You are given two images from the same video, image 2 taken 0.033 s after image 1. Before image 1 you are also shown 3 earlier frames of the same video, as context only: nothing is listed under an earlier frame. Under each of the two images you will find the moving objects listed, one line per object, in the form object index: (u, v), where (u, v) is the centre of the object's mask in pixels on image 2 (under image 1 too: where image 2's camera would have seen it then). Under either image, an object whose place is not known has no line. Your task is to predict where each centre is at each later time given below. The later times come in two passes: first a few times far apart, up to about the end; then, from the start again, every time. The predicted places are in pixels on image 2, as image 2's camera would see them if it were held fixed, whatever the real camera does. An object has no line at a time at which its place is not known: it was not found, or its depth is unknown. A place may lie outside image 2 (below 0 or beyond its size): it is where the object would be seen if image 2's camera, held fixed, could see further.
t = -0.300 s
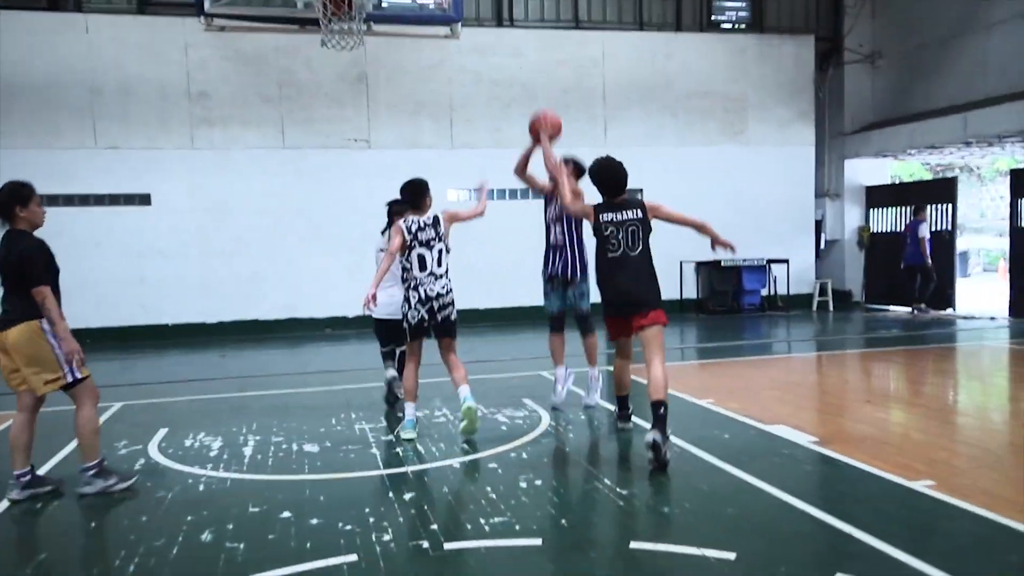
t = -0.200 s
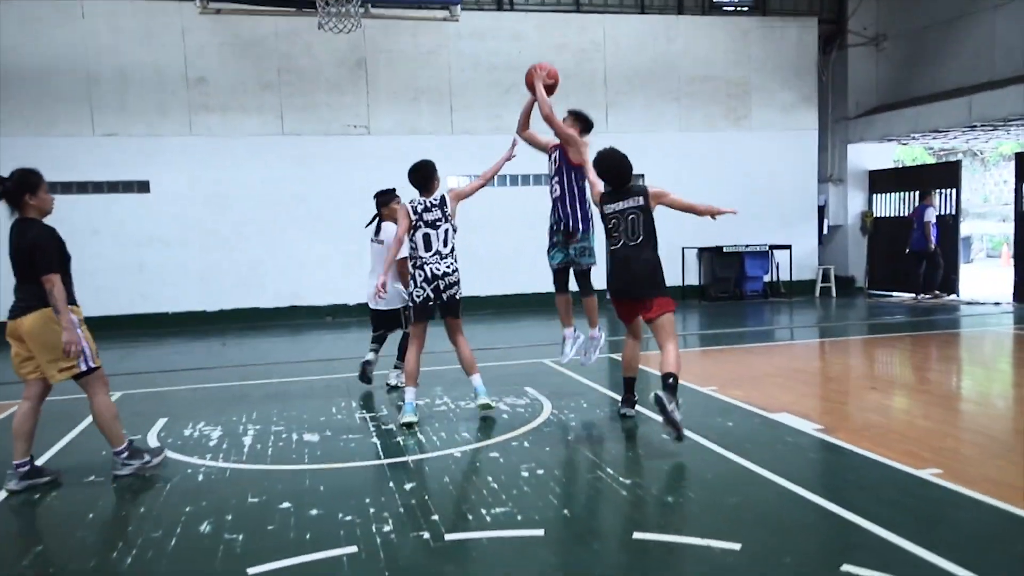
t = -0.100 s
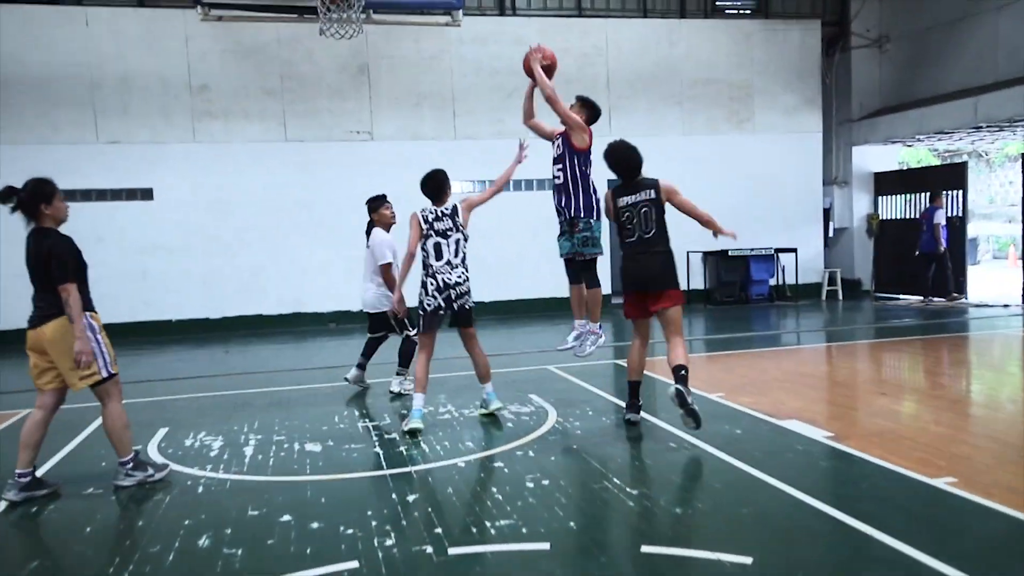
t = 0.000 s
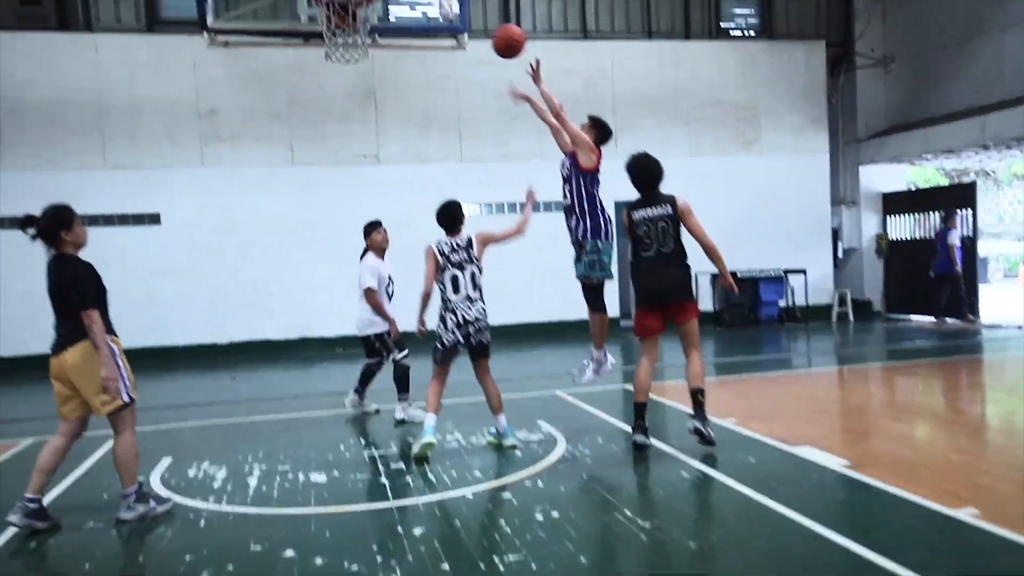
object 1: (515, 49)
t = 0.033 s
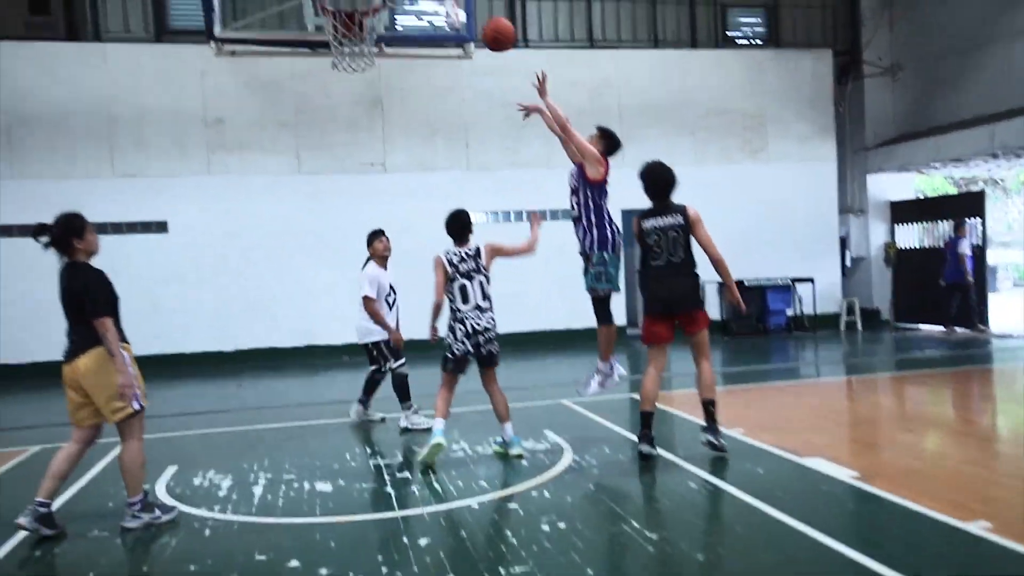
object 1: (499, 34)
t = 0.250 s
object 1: (407, -28)
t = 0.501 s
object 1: (347, -15)
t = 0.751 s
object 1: (352, 40)
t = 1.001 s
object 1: (357, 82)
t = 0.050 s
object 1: (490, 27)
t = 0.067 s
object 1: (482, 20)
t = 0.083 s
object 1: (473, 13)
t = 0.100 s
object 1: (465, 7)
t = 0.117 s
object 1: (457, 1)
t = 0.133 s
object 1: (449, -4)
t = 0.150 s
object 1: (441, -10)
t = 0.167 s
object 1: (434, -14)
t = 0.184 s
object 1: (426, -17)
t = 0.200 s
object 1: (419, -21)
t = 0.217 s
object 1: (414, -23)
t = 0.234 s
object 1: (411, -26)
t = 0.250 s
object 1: (407, -28)
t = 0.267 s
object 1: (403, -30)
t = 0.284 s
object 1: (399, -32)
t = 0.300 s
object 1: (395, -33)
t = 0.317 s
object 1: (391, -33)
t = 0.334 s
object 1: (388, -34)
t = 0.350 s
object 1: (383, -33)
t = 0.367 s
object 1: (380, -33)
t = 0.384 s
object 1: (375, -32)
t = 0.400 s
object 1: (371, -31)
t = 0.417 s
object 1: (367, -30)
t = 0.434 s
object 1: (363, -29)
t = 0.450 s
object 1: (359, -27)
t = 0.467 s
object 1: (355, -26)
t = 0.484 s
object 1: (350, -20)
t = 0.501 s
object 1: (347, -15)
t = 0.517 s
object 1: (346, -11)
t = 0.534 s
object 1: (347, -6)
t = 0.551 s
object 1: (348, 0)
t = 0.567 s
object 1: (348, 4)
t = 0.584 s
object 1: (348, 9)
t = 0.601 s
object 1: (351, 13)
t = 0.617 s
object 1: (351, 18)
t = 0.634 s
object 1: (350, 25)
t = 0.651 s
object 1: (351, 30)
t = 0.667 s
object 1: (352, 31)
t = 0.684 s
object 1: (353, 32)
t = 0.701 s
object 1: (354, 32)
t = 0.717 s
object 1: (354, 35)
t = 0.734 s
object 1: (353, 36)
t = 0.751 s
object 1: (352, 40)
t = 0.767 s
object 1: (354, 39)
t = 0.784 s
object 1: (353, 41)
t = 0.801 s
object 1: (355, 41)
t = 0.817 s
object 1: (355, 46)
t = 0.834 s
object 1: (354, 46)
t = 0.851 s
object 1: (358, 50)
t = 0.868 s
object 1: (355, 51)
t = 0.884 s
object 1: (358, 55)
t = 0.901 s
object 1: (358, 58)
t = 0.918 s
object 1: (357, 61)
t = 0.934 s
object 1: (357, 64)
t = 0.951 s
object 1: (358, 67)
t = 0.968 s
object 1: (358, 74)
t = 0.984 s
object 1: (358, 77)
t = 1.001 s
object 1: (357, 82)
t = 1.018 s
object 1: (358, 87)
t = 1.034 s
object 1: (358, 93)
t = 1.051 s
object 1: (358, 99)
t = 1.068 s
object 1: (359, 105)
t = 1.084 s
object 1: (359, 113)
